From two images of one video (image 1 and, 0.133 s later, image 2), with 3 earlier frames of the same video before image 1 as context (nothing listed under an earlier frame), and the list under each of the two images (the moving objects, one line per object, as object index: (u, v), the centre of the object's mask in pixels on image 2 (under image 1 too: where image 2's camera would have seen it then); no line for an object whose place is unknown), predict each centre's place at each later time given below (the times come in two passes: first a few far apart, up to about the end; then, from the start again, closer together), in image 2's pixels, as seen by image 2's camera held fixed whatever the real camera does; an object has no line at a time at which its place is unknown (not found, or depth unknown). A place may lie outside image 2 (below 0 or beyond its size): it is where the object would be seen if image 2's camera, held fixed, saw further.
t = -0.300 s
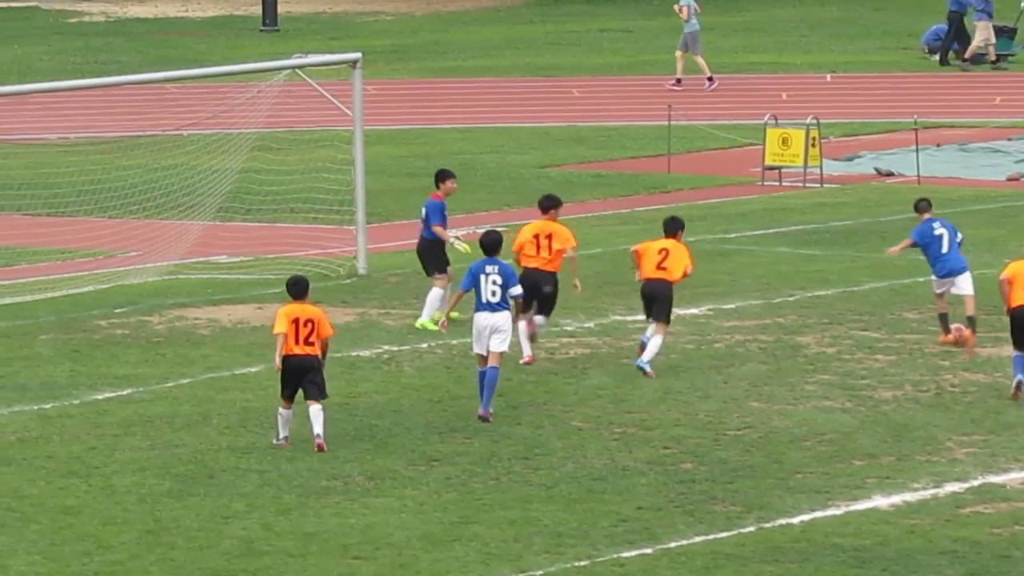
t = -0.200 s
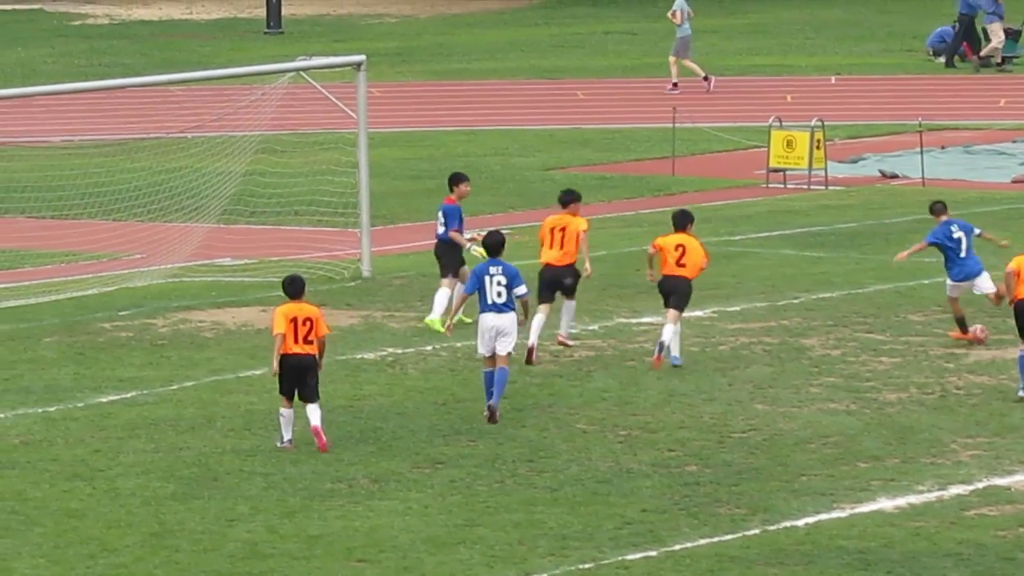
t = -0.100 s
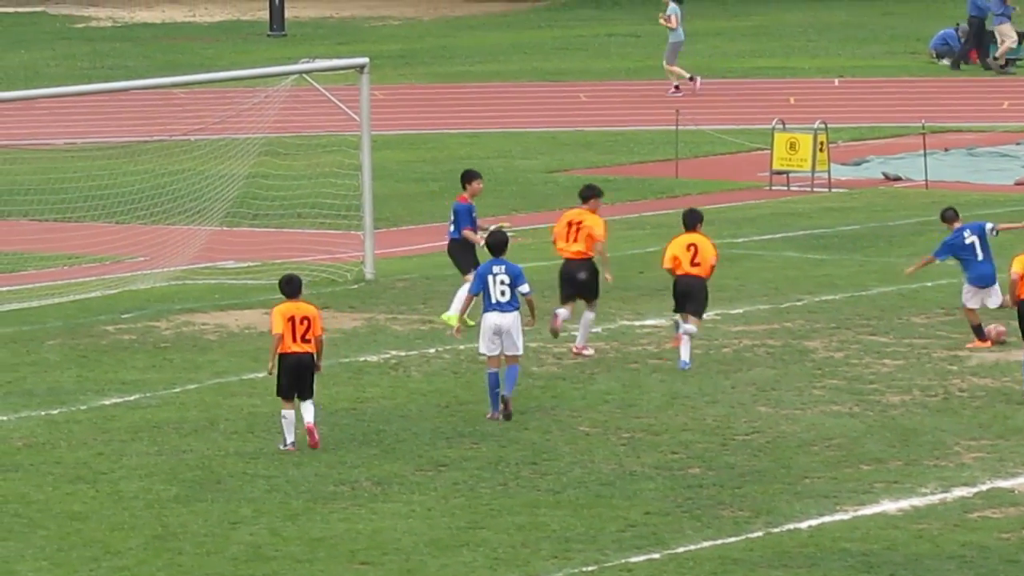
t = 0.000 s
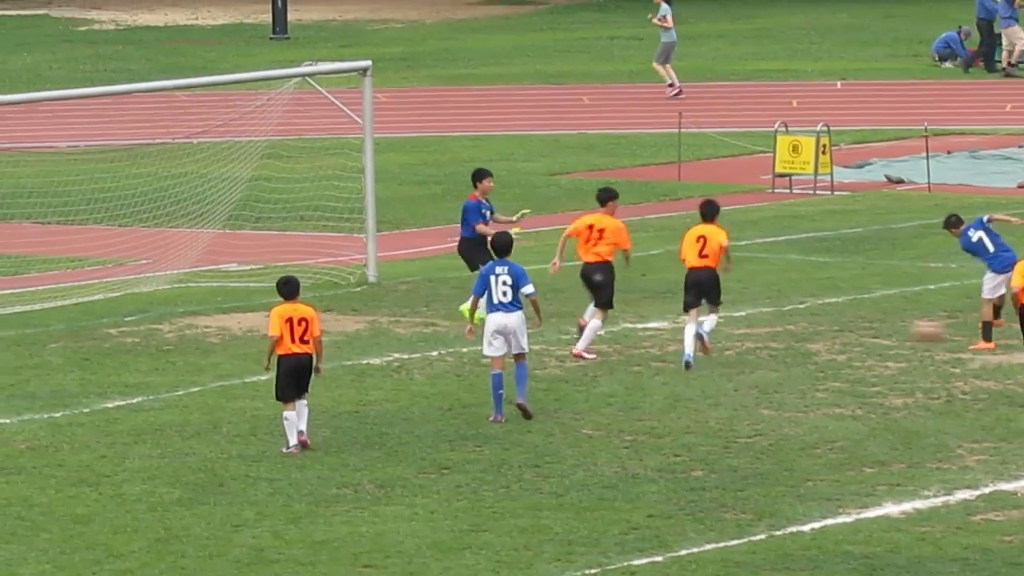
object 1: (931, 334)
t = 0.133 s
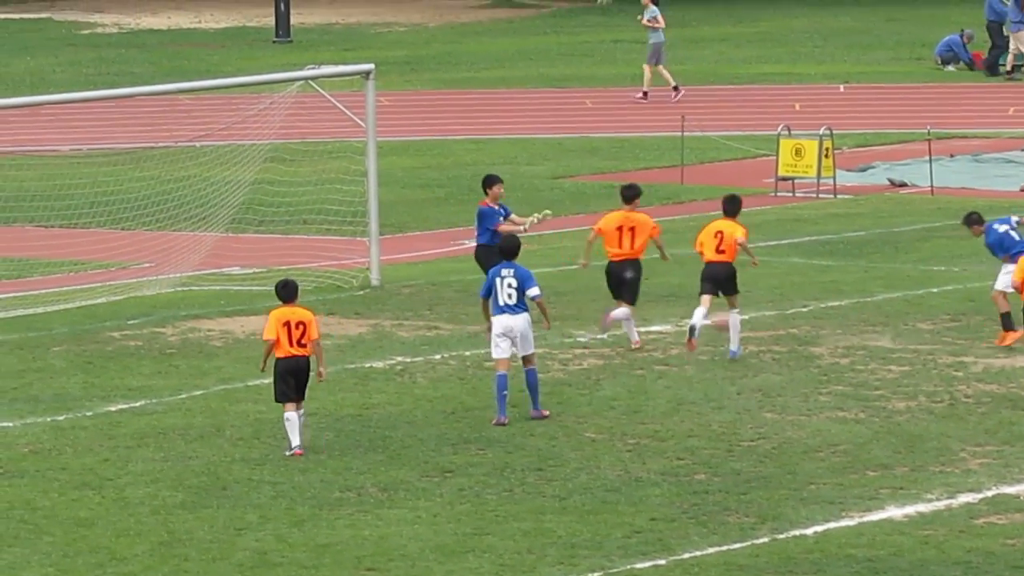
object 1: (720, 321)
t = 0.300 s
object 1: (484, 323)
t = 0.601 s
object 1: (139, 310)
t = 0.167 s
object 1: (673, 319)
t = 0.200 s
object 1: (617, 319)
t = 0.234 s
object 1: (574, 322)
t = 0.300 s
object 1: (484, 323)
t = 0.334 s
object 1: (442, 319)
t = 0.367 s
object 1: (399, 316)
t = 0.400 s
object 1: (359, 315)
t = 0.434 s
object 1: (320, 315)
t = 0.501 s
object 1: (240, 320)
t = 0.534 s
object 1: (206, 316)
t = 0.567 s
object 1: (170, 312)
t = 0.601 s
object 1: (139, 310)
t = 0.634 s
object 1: (106, 310)
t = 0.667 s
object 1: (72, 312)
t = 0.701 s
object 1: (40, 313)
